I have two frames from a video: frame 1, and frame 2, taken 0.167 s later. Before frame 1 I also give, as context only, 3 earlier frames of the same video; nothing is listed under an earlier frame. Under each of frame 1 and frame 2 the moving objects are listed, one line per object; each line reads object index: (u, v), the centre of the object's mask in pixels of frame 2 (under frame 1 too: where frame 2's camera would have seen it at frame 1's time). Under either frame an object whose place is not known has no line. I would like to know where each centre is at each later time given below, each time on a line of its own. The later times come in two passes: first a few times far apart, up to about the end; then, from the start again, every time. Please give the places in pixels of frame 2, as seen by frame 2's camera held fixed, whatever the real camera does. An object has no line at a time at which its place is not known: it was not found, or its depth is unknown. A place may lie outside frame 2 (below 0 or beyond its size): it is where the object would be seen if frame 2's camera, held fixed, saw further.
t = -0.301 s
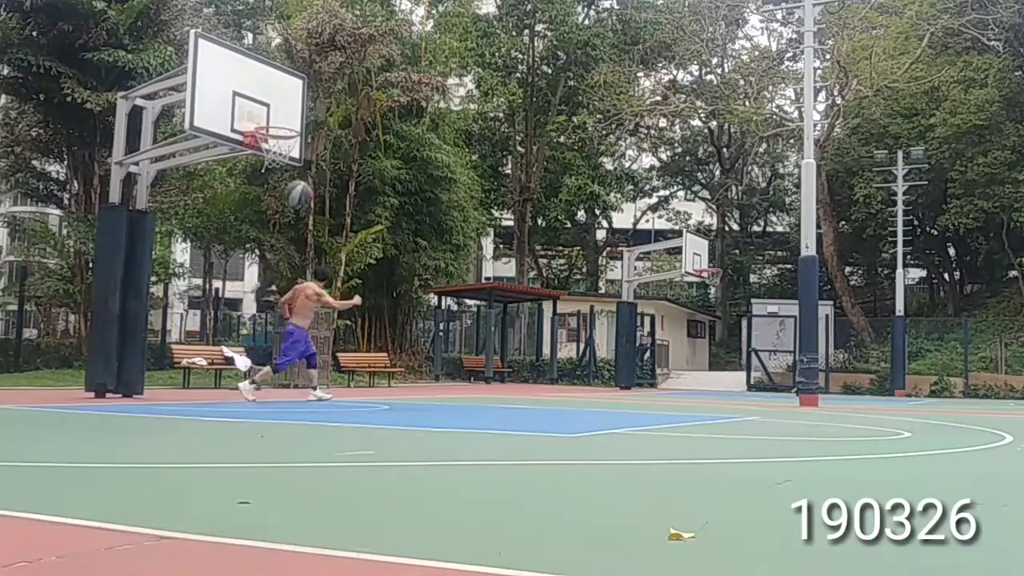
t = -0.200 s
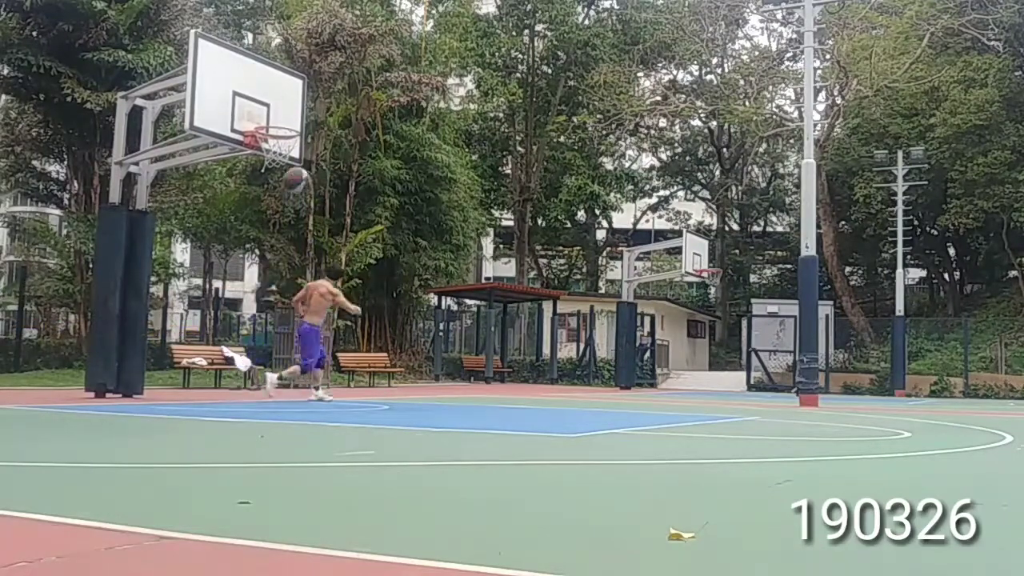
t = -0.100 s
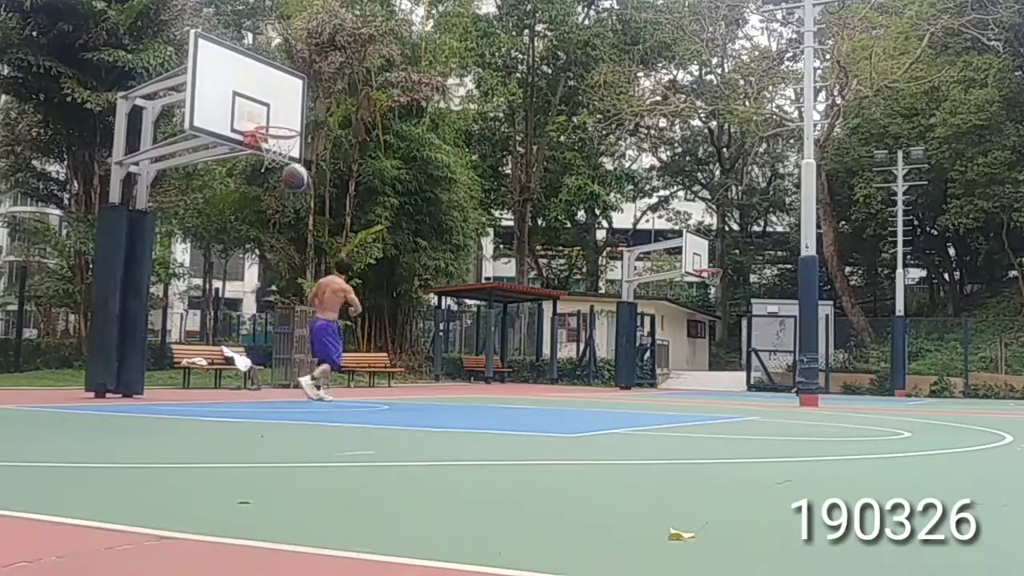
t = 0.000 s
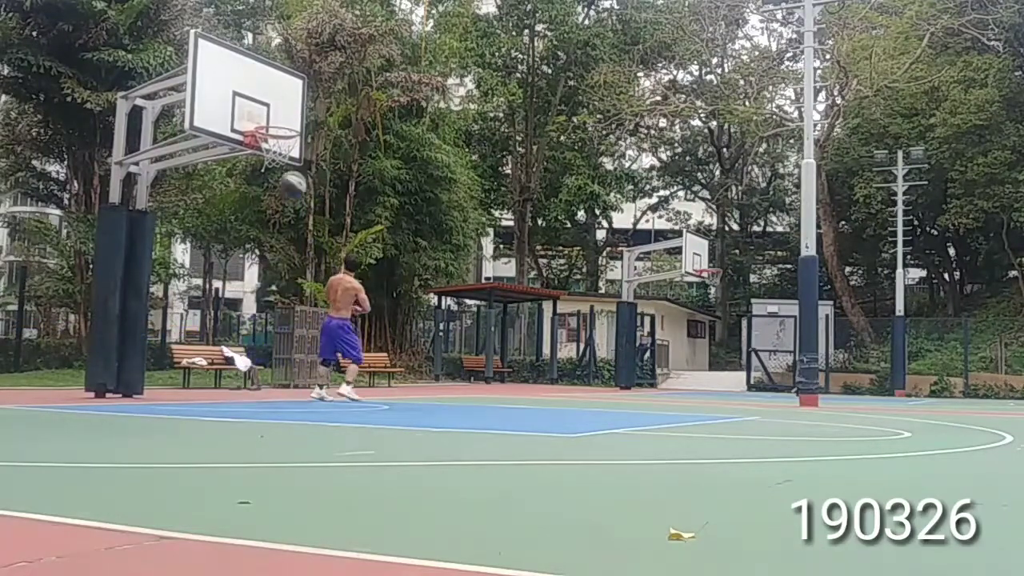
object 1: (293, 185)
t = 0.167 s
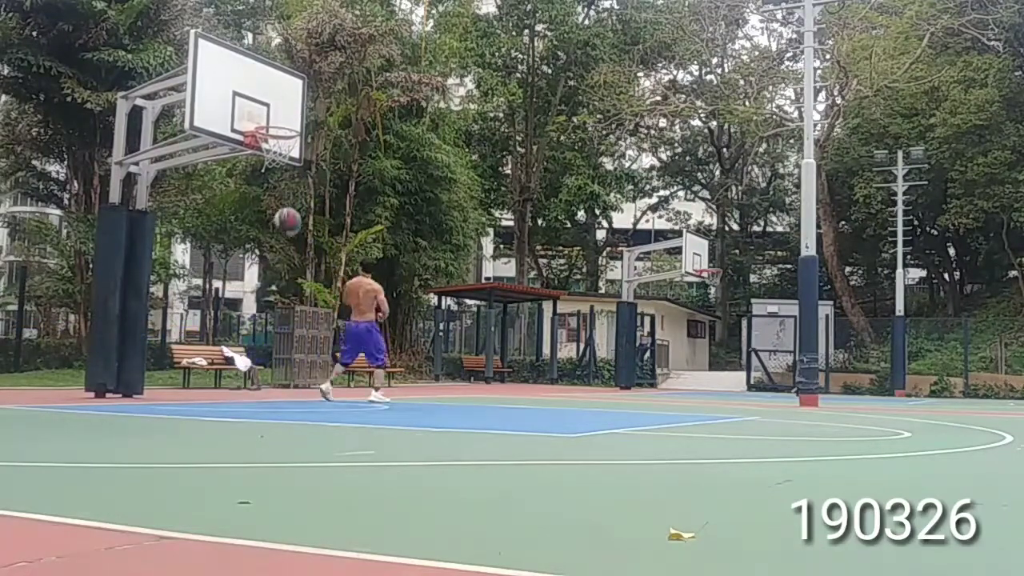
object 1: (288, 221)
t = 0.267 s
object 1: (284, 259)
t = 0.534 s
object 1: (271, 388)
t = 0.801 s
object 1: (268, 271)
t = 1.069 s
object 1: (261, 232)
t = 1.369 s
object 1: (243, 290)
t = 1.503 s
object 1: (236, 355)
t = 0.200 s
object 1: (287, 232)
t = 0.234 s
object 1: (285, 244)
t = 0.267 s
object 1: (284, 259)
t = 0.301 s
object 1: (283, 276)
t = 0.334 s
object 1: (281, 292)
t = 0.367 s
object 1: (279, 311)
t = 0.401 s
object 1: (277, 329)
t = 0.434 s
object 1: (274, 351)
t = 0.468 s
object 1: (271, 373)
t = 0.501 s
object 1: (271, 399)
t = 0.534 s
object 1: (271, 388)
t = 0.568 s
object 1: (269, 371)
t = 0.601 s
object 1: (270, 352)
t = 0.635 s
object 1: (270, 335)
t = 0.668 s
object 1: (270, 320)
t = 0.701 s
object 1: (269, 306)
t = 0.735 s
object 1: (269, 293)
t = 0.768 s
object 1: (270, 281)
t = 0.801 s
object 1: (268, 271)
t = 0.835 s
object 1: (267, 262)
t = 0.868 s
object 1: (267, 254)
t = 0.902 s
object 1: (266, 247)
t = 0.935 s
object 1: (265, 241)
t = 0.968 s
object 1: (264, 236)
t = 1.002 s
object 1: (263, 233)
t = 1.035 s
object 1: (262, 232)
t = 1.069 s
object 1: (261, 232)
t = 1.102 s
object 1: (259, 233)
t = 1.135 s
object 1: (258, 234)
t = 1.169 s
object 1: (256, 237)
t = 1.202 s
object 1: (254, 242)
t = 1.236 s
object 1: (252, 249)
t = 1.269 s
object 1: (248, 257)
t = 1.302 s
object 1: (246, 266)
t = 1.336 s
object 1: (245, 276)
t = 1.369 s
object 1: (243, 290)
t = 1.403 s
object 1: (241, 304)
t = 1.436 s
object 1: (236, 320)
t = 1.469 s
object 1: (238, 336)
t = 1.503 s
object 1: (236, 355)
